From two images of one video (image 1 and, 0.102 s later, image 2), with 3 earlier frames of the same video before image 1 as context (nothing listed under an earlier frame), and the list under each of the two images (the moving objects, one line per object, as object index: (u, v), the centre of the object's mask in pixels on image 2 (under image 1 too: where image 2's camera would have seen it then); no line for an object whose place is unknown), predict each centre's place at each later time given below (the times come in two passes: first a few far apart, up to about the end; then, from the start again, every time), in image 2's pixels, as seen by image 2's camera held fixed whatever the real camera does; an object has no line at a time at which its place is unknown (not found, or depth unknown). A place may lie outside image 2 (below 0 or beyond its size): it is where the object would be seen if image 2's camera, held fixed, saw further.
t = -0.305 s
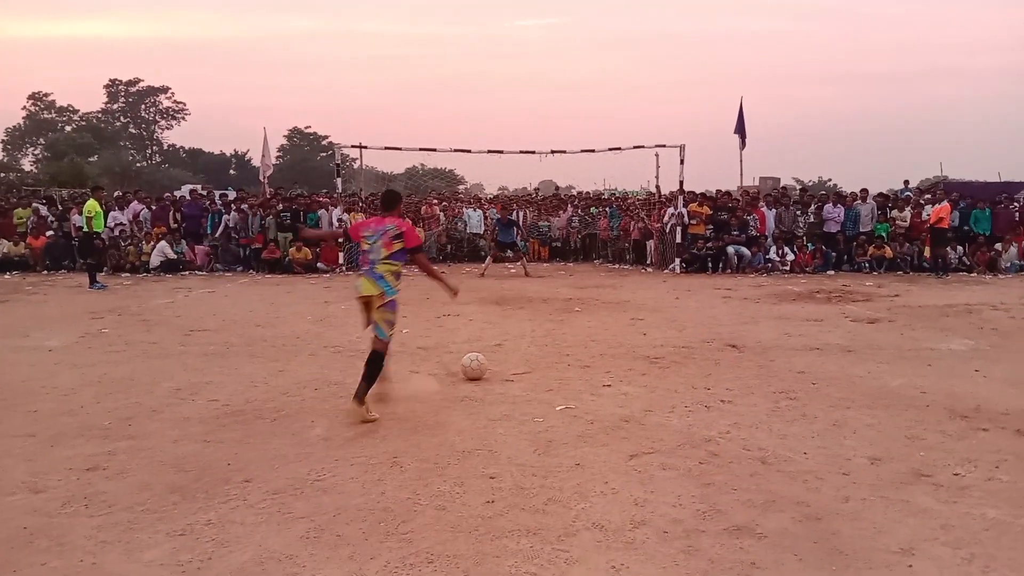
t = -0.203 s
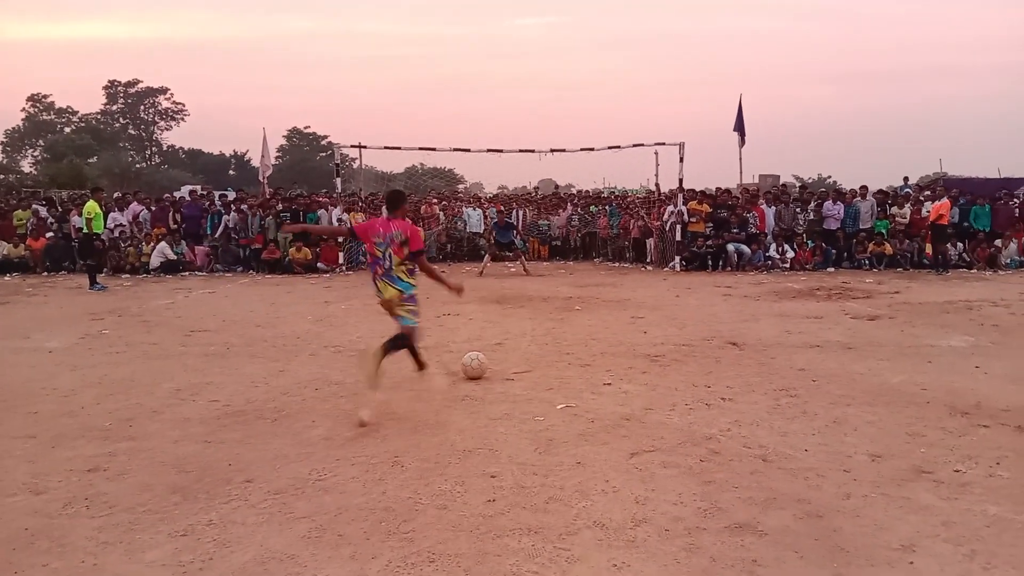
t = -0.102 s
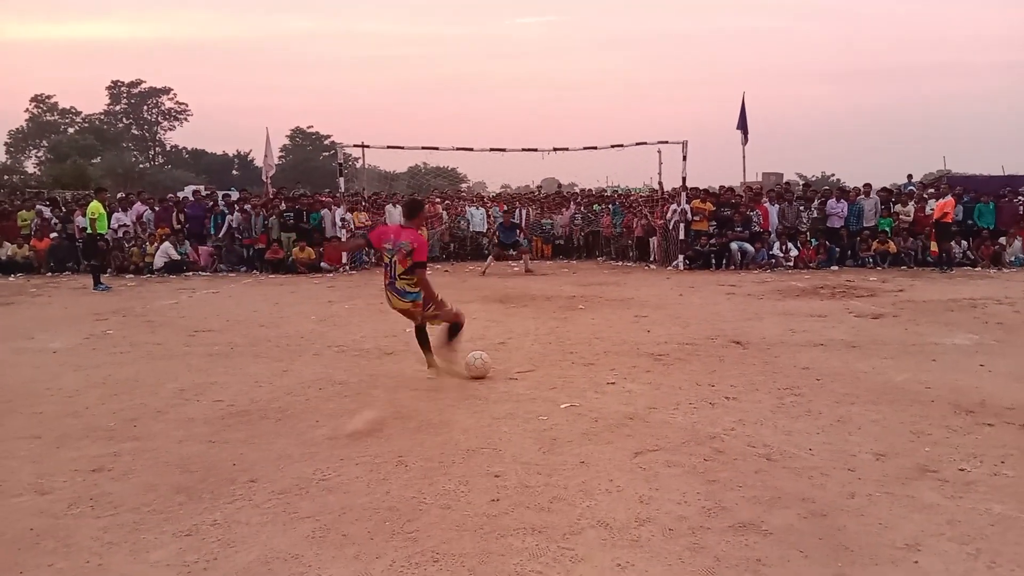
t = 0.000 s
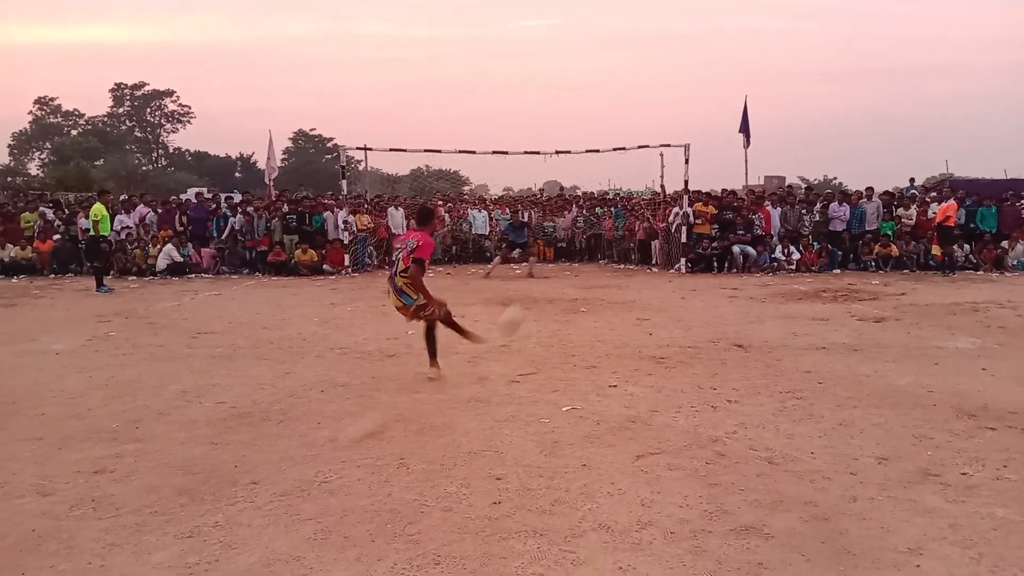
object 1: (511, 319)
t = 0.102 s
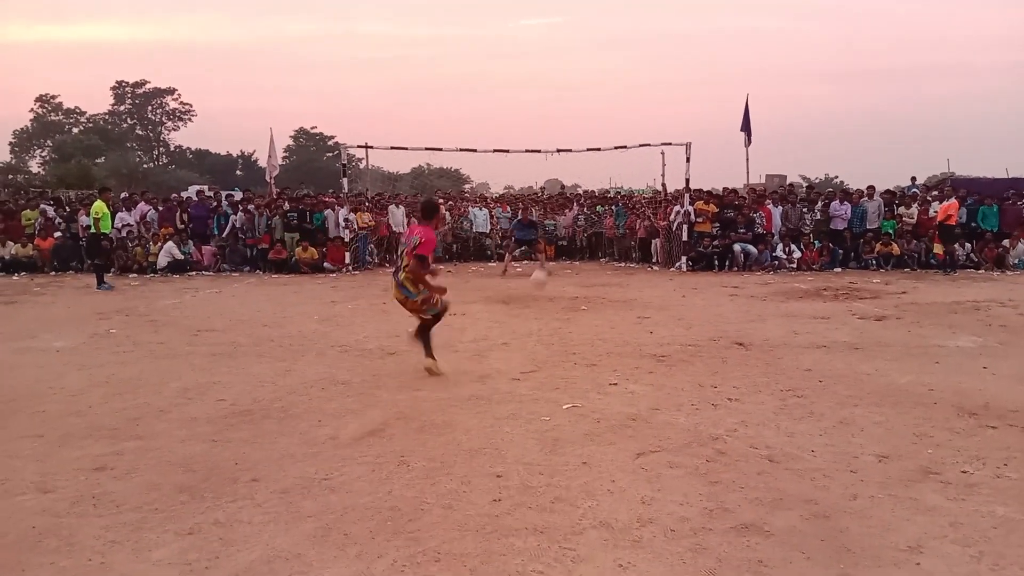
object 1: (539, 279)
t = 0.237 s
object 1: (558, 262)
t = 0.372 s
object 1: (568, 256)
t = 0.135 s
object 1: (545, 271)
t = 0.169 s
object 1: (550, 265)
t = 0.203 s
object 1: (555, 263)
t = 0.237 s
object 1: (558, 262)
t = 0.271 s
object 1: (560, 259)
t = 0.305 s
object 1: (562, 256)
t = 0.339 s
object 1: (564, 255)
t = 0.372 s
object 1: (568, 256)
